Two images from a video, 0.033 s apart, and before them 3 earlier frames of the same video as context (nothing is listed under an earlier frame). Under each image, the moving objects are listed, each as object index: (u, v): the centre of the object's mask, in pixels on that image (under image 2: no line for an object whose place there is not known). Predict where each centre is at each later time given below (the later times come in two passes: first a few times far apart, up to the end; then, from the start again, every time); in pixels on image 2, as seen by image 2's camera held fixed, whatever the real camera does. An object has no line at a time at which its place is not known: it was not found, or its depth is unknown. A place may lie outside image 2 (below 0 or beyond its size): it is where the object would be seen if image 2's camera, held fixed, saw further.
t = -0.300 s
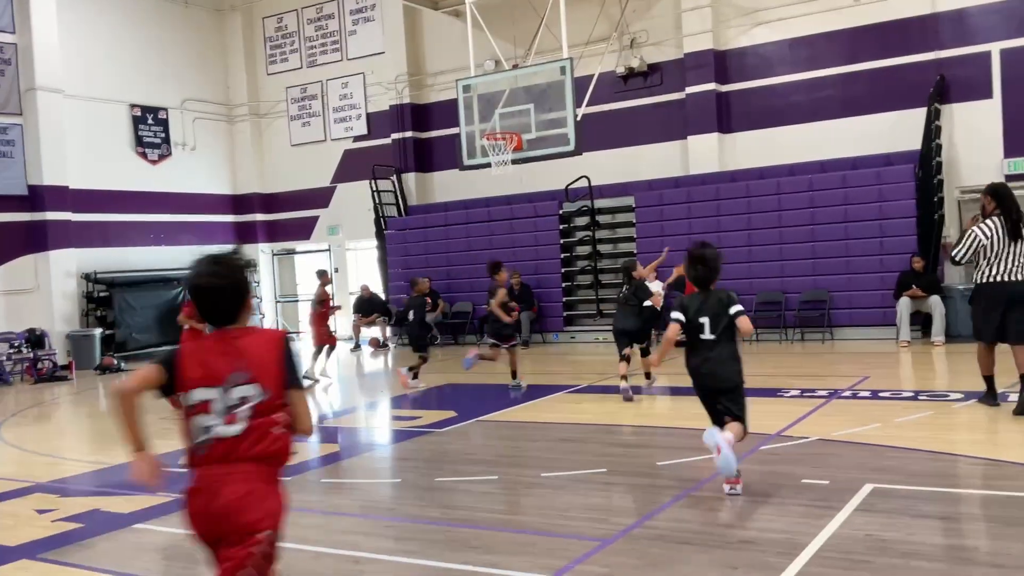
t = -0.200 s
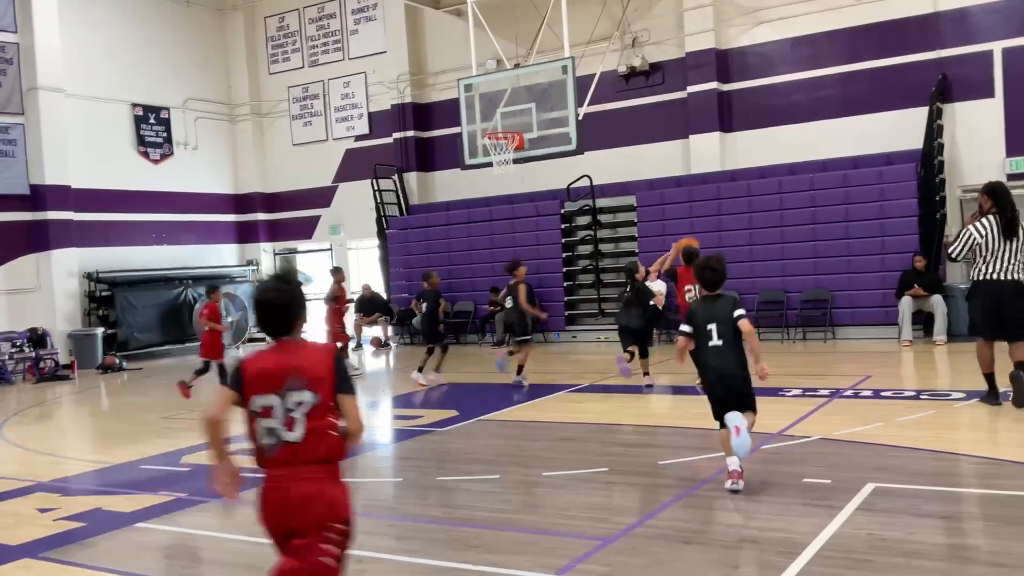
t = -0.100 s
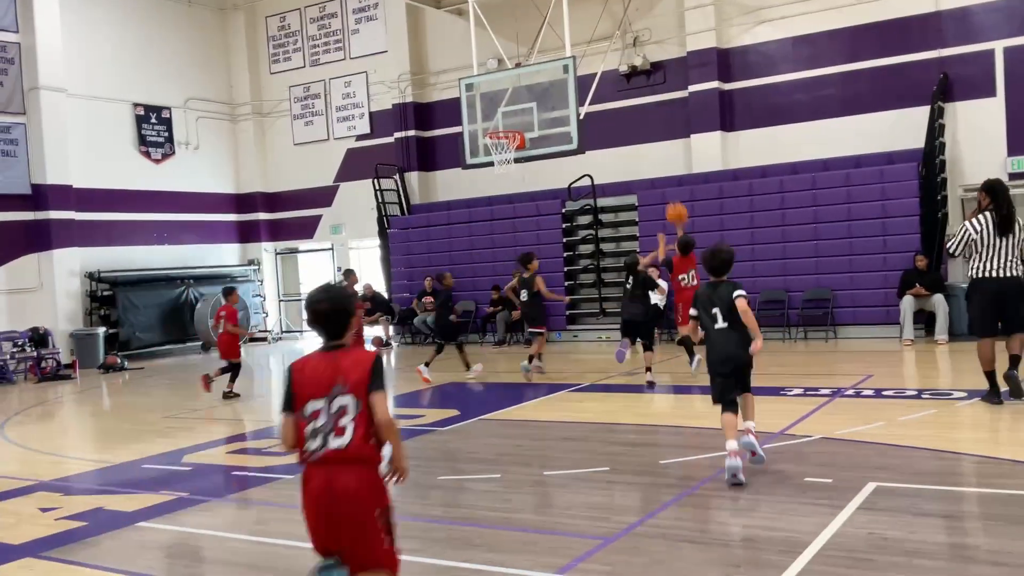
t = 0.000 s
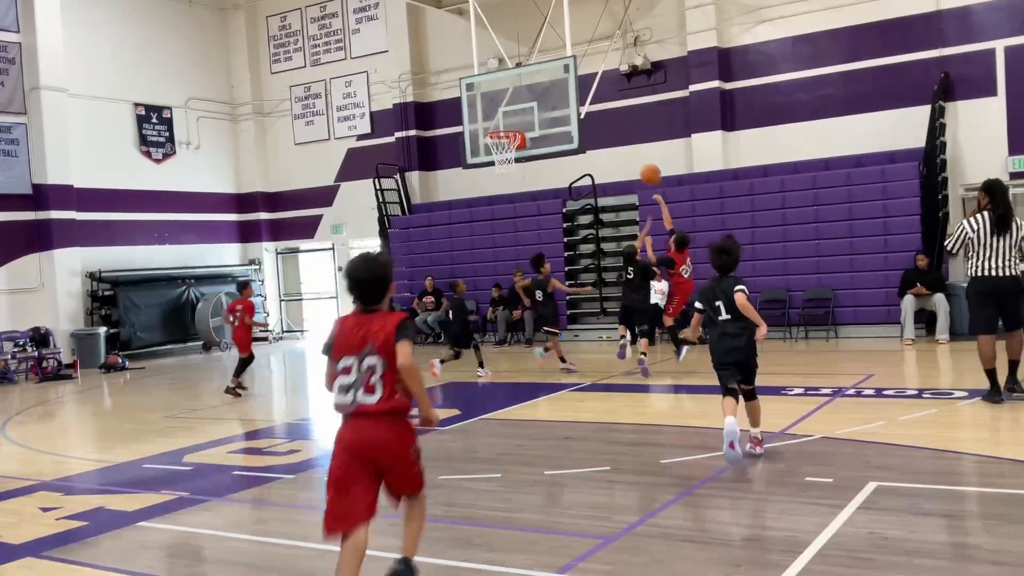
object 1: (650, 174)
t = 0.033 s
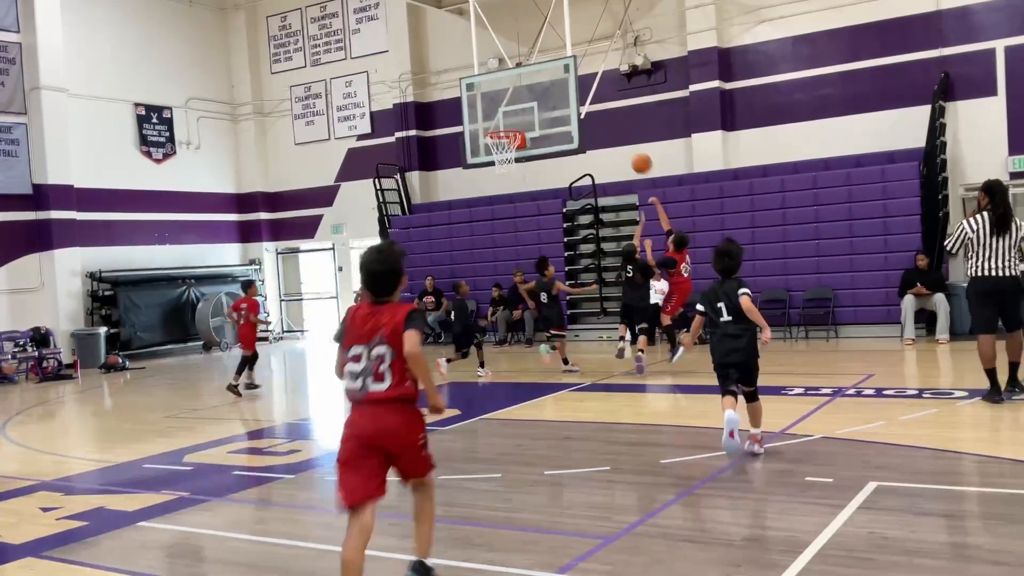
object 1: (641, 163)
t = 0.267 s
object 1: (588, 120)
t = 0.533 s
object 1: (538, 127)
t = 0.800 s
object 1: (546, 136)
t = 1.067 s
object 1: (561, 191)
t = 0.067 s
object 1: (633, 154)
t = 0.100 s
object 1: (625, 145)
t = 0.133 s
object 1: (616, 138)
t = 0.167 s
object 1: (608, 132)
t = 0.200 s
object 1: (601, 127)
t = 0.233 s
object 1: (594, 123)
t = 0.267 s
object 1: (588, 120)
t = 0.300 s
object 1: (581, 119)
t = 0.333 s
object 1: (574, 117)
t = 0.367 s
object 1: (567, 116)
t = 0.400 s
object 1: (561, 117)
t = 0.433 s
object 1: (555, 118)
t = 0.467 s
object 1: (548, 120)
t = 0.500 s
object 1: (544, 123)
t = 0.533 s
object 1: (538, 127)
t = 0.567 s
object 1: (533, 130)
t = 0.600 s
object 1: (530, 131)
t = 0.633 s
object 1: (535, 130)
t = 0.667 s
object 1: (540, 130)
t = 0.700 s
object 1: (541, 131)
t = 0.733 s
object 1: (543, 132)
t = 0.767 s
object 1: (545, 134)
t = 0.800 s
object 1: (546, 136)
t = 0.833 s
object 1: (547, 140)
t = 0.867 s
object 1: (549, 145)
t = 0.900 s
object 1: (551, 150)
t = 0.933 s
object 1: (553, 157)
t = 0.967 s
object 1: (554, 163)
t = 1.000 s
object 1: (556, 171)
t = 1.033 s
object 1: (558, 180)
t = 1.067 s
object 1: (561, 191)
